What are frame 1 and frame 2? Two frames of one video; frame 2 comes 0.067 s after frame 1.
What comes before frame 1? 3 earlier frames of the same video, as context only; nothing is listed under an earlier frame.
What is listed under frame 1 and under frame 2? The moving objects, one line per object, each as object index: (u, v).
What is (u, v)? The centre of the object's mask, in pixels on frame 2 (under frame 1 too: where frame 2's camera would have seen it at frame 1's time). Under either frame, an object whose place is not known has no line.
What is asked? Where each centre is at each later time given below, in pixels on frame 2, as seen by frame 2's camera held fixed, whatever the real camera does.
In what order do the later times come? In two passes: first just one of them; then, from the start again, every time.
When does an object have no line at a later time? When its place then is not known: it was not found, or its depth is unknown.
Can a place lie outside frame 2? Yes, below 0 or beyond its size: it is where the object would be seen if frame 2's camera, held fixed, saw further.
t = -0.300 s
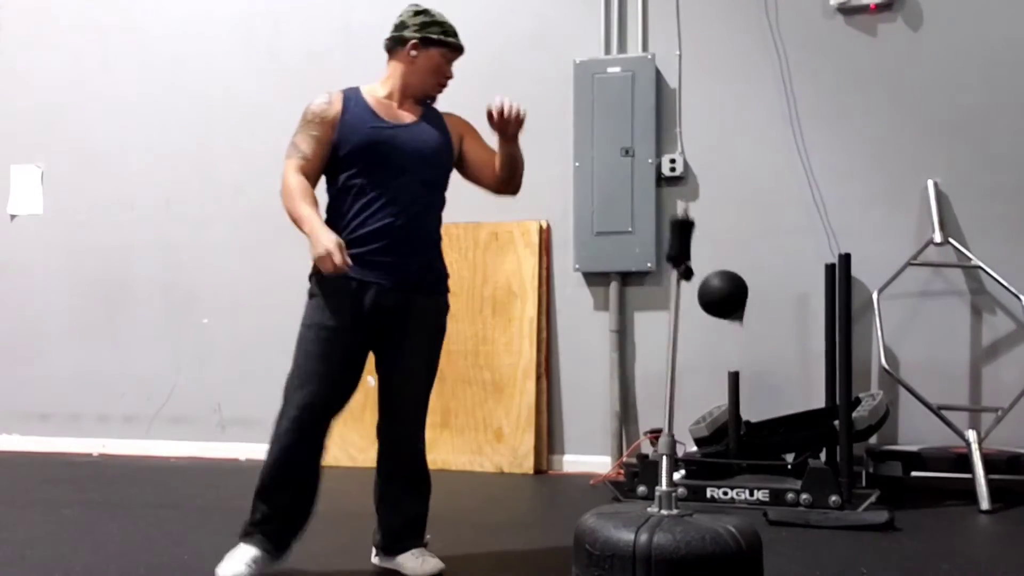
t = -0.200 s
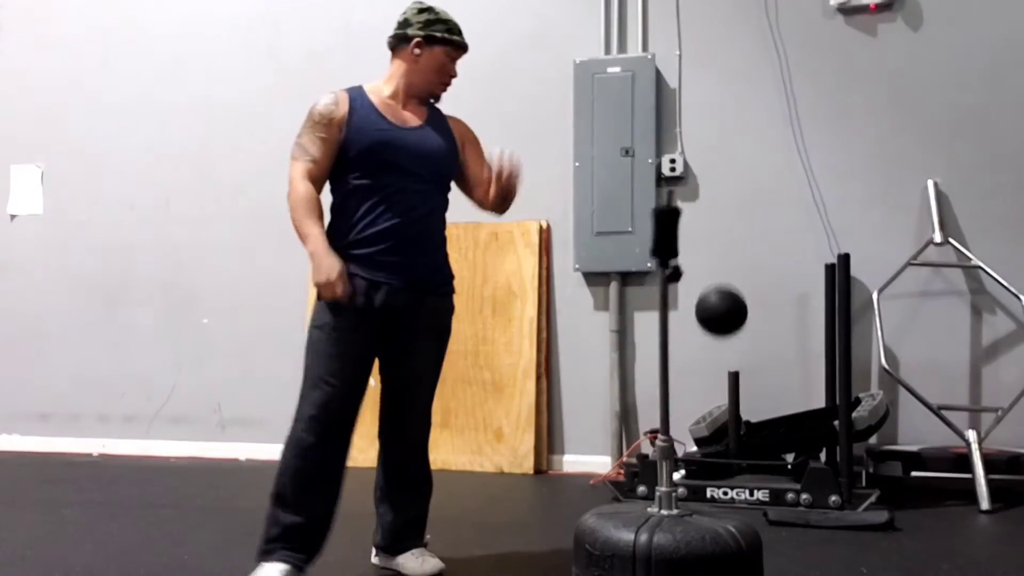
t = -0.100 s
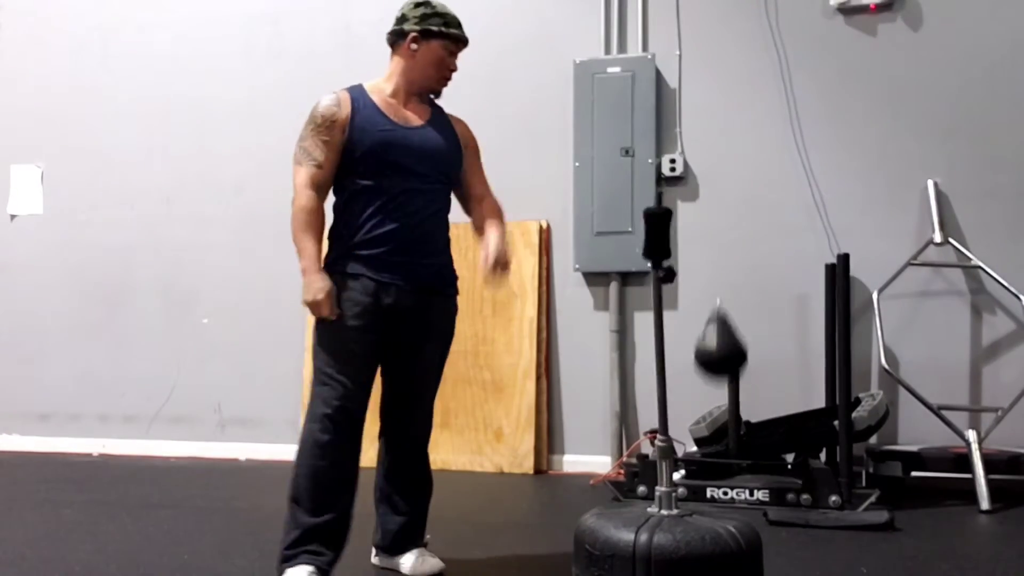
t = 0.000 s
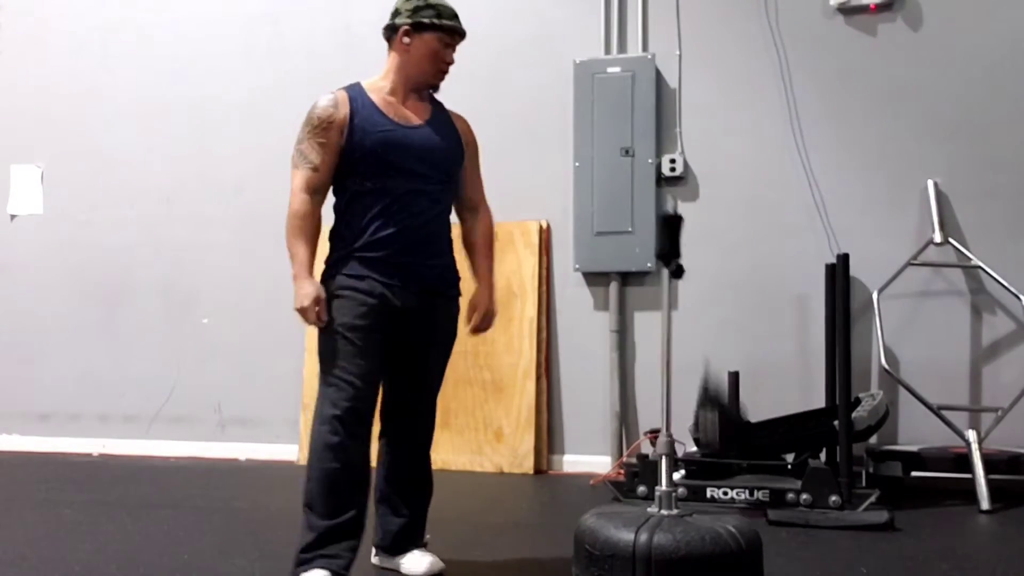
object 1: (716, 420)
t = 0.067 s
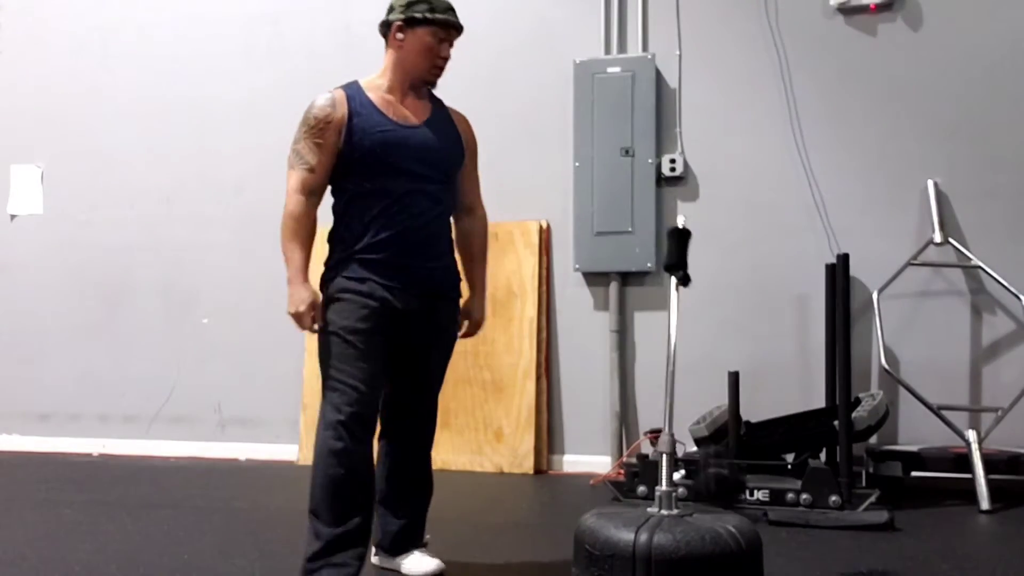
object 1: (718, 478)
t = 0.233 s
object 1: (702, 449)
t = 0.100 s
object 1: (717, 482)
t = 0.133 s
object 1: (713, 466)
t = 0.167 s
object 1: (708, 460)
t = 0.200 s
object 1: (706, 453)
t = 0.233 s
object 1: (702, 449)
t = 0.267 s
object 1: (700, 445)
